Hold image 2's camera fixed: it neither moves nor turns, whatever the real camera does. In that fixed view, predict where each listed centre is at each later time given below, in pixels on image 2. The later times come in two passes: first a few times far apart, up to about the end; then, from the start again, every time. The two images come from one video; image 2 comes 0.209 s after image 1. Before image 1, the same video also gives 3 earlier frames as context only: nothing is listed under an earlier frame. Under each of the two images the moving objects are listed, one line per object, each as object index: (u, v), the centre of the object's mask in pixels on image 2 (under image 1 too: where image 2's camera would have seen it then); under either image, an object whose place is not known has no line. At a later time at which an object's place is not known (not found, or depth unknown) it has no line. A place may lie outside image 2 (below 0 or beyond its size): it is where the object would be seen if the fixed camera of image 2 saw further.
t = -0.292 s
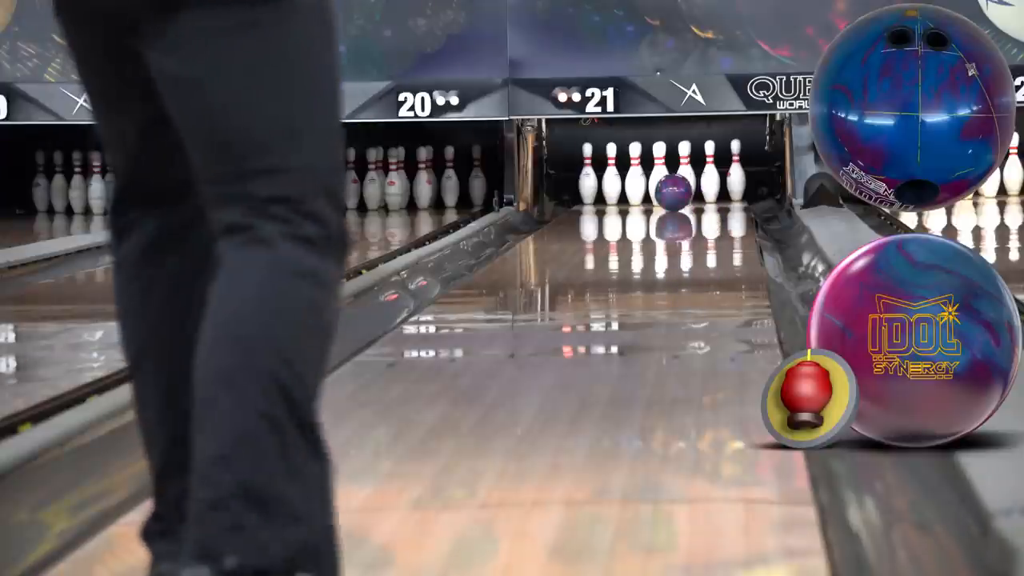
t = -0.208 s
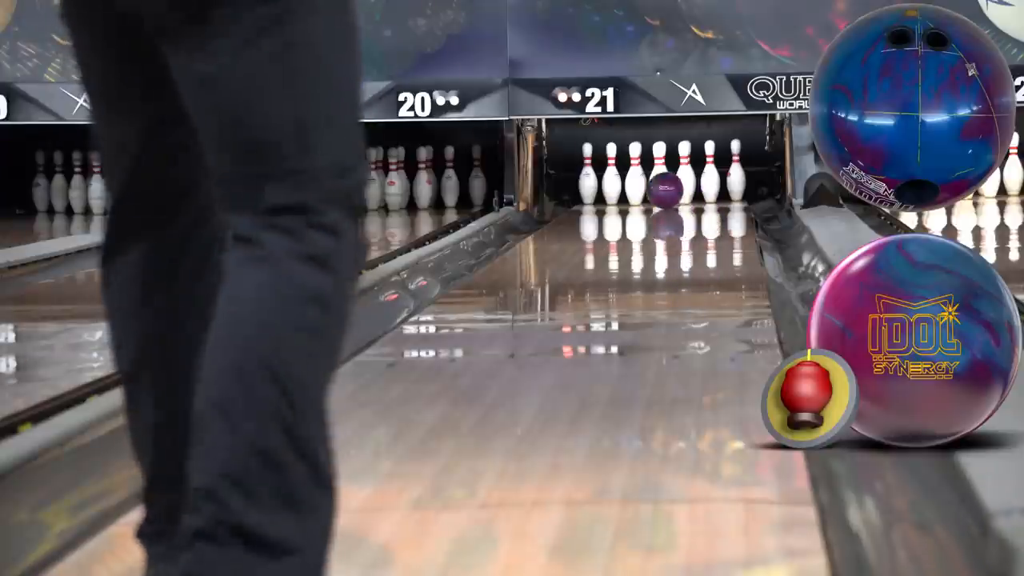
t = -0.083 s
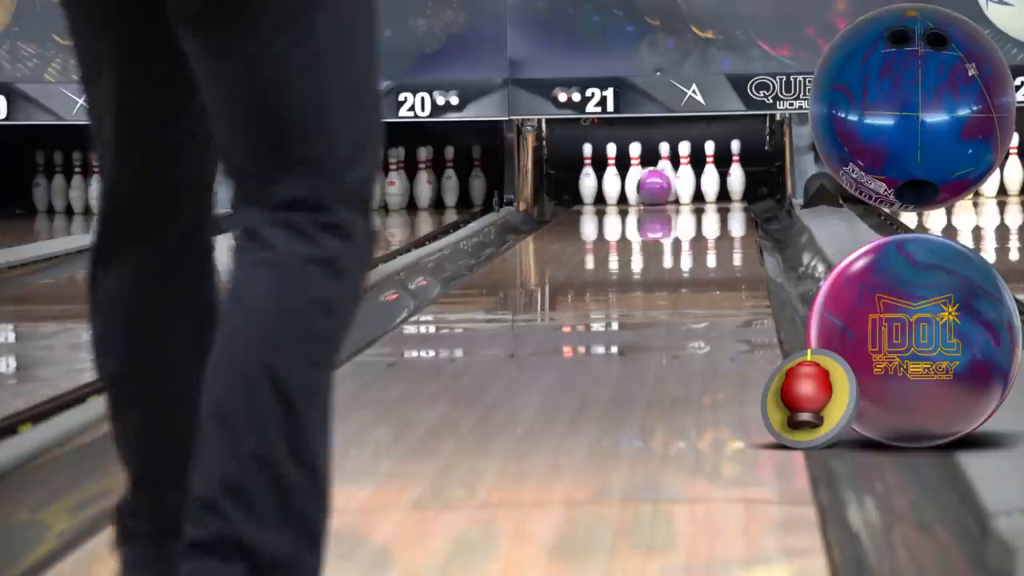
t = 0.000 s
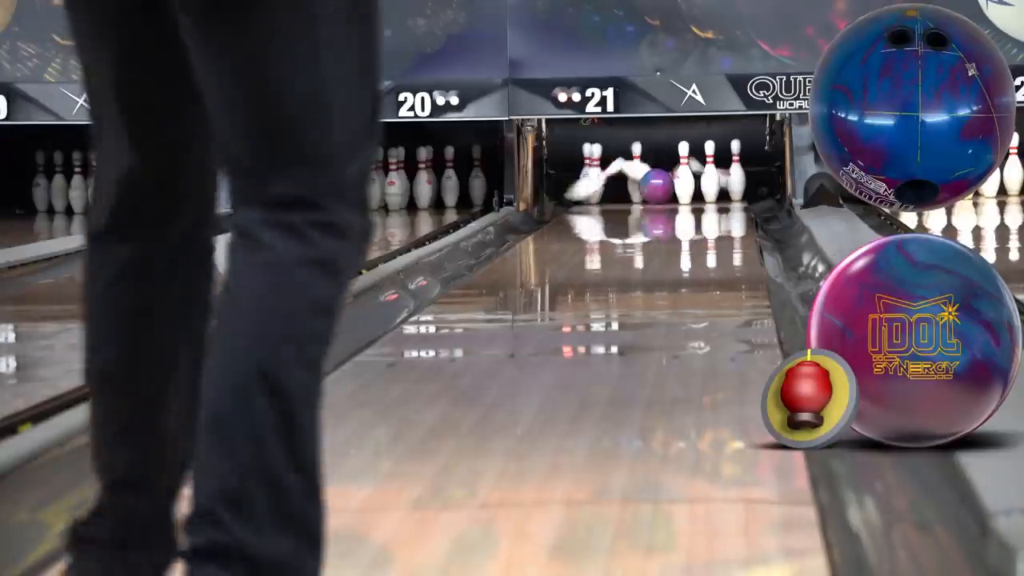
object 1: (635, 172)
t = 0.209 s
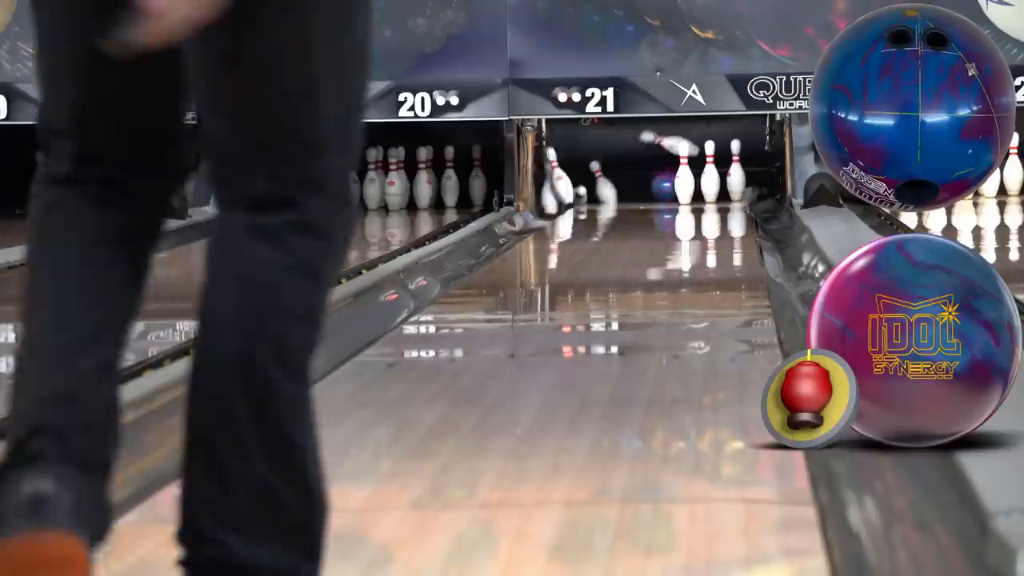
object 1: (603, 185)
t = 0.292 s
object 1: (593, 191)
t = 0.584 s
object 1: (578, 196)
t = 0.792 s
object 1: (568, 205)
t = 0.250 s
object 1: (597, 190)
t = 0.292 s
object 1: (593, 191)
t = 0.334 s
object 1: (590, 192)
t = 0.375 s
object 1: (587, 193)
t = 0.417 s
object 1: (586, 195)
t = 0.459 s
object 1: (583, 194)
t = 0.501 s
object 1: (582, 194)
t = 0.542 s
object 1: (579, 195)
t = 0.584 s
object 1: (578, 196)
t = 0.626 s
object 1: (580, 197)
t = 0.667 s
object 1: (579, 198)
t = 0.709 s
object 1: (576, 199)
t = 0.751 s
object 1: (572, 201)
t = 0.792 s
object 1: (568, 205)
